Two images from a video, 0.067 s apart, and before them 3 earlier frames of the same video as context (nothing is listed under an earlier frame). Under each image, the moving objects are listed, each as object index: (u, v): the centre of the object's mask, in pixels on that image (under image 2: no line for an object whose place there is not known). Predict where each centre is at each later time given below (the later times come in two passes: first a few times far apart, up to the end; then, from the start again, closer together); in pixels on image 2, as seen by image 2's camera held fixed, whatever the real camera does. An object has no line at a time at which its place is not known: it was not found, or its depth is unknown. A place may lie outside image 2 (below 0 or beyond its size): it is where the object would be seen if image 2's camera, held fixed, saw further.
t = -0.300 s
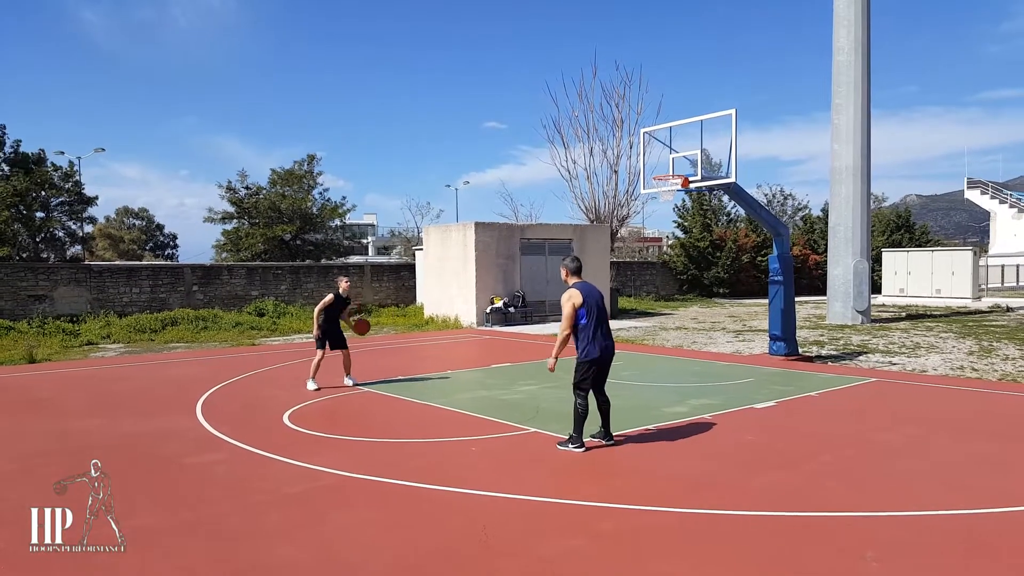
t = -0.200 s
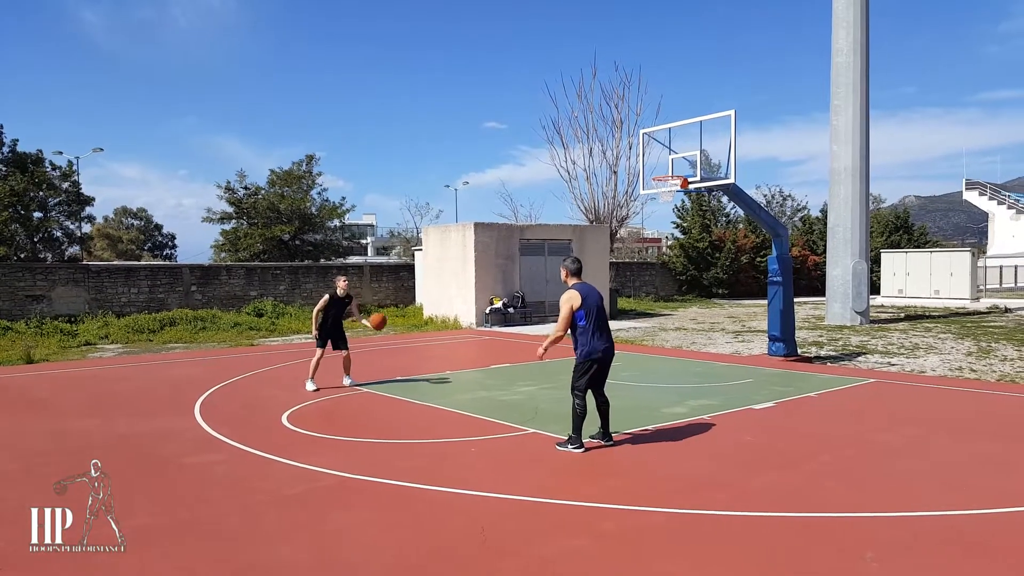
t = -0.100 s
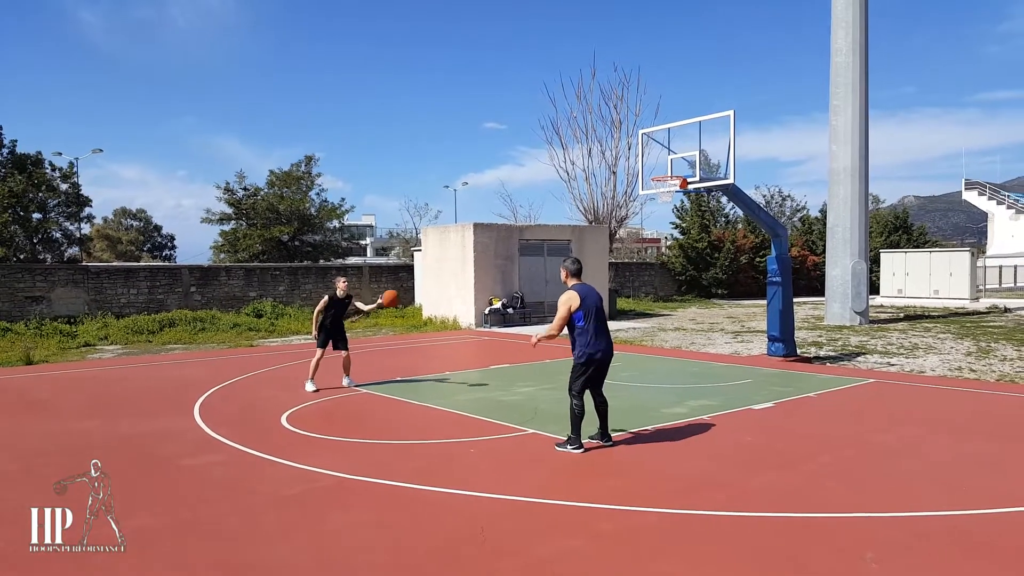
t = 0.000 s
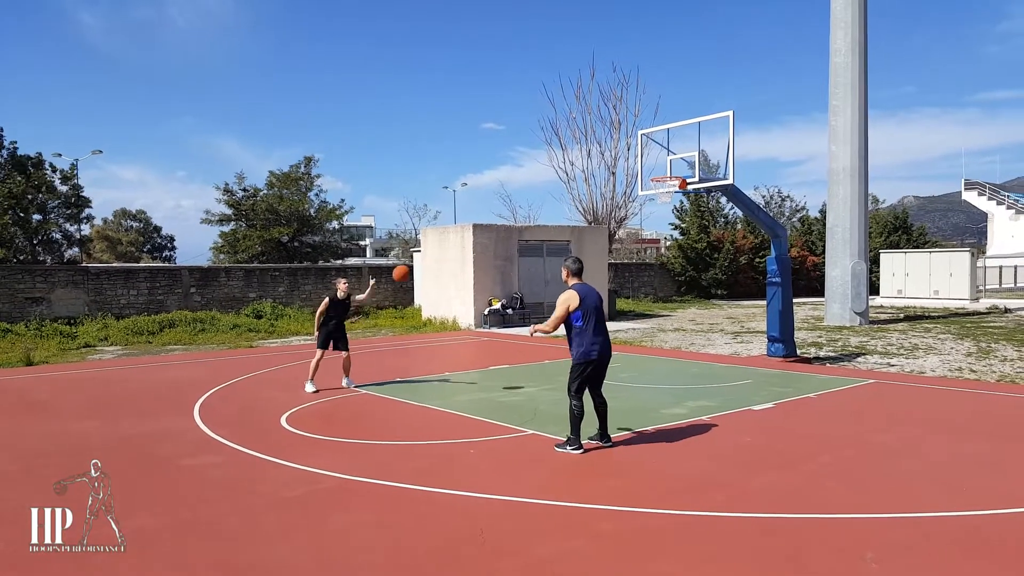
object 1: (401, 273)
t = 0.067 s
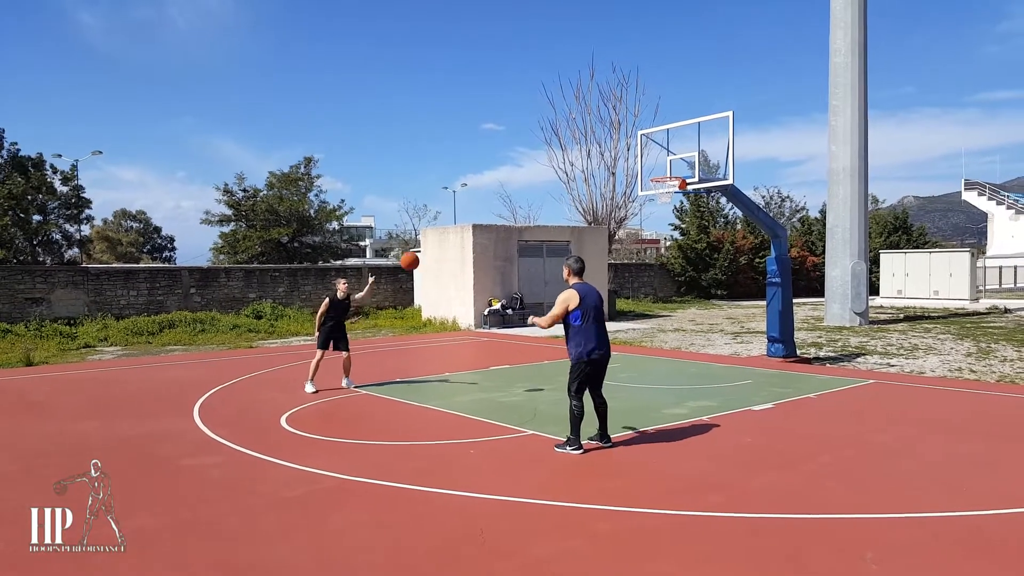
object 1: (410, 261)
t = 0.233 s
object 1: (432, 239)
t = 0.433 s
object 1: (462, 243)
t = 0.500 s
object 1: (474, 253)
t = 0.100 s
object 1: (414, 255)
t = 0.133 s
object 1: (418, 250)
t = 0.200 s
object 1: (427, 242)
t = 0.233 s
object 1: (432, 239)
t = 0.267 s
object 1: (436, 238)
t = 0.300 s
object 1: (441, 236)
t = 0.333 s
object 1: (446, 237)
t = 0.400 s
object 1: (457, 240)
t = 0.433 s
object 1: (462, 243)
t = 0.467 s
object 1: (468, 247)
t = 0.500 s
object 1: (474, 253)
